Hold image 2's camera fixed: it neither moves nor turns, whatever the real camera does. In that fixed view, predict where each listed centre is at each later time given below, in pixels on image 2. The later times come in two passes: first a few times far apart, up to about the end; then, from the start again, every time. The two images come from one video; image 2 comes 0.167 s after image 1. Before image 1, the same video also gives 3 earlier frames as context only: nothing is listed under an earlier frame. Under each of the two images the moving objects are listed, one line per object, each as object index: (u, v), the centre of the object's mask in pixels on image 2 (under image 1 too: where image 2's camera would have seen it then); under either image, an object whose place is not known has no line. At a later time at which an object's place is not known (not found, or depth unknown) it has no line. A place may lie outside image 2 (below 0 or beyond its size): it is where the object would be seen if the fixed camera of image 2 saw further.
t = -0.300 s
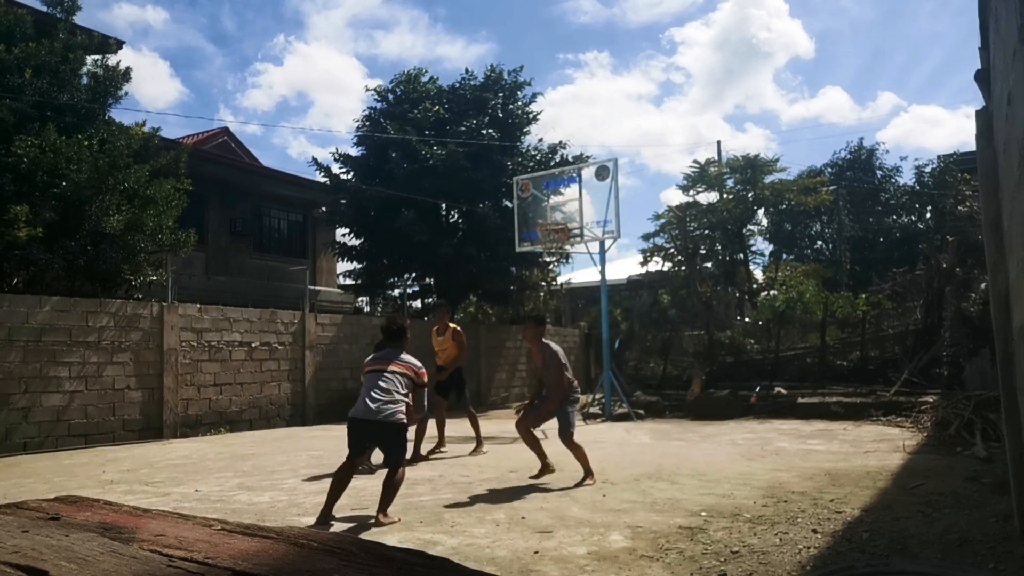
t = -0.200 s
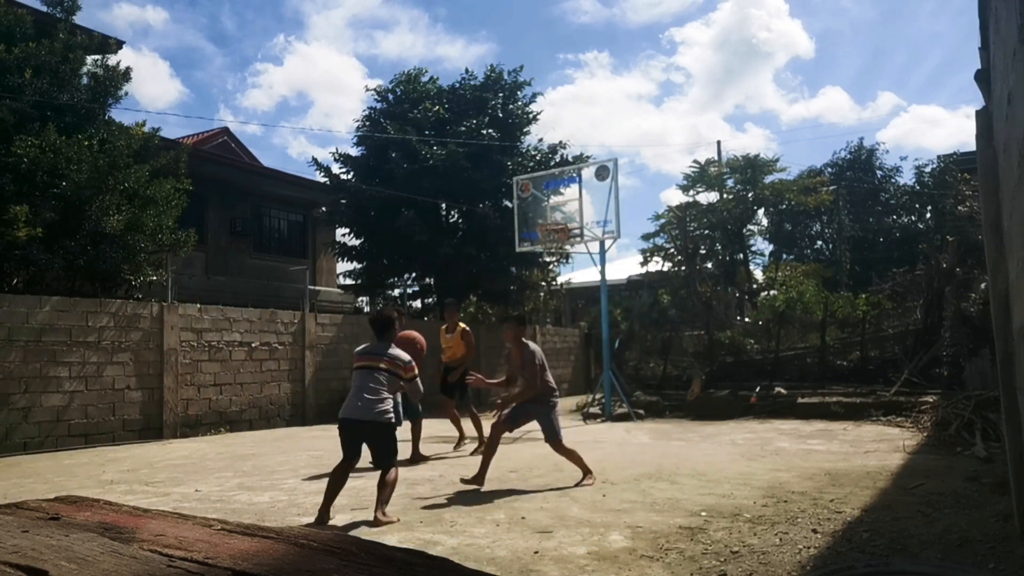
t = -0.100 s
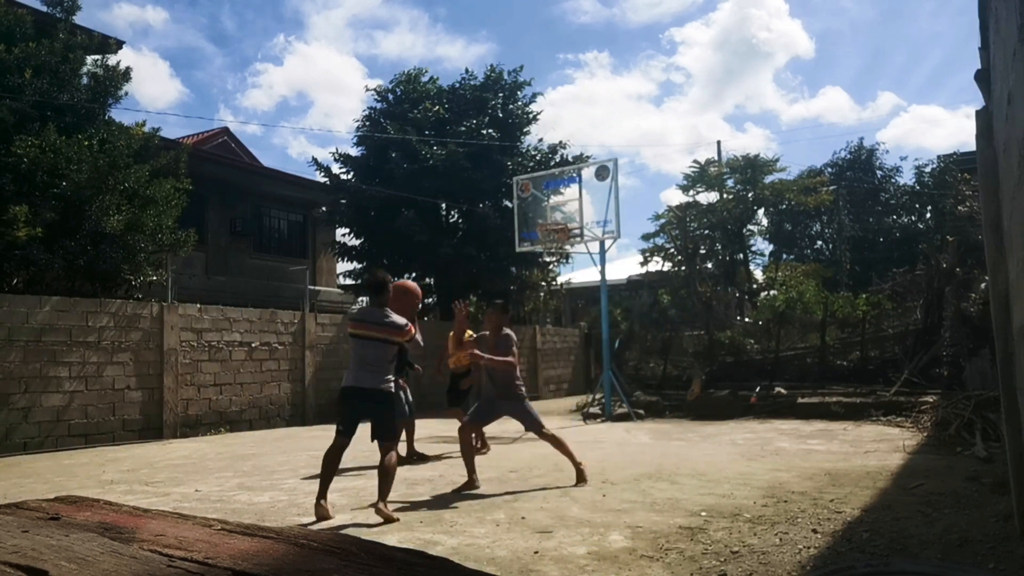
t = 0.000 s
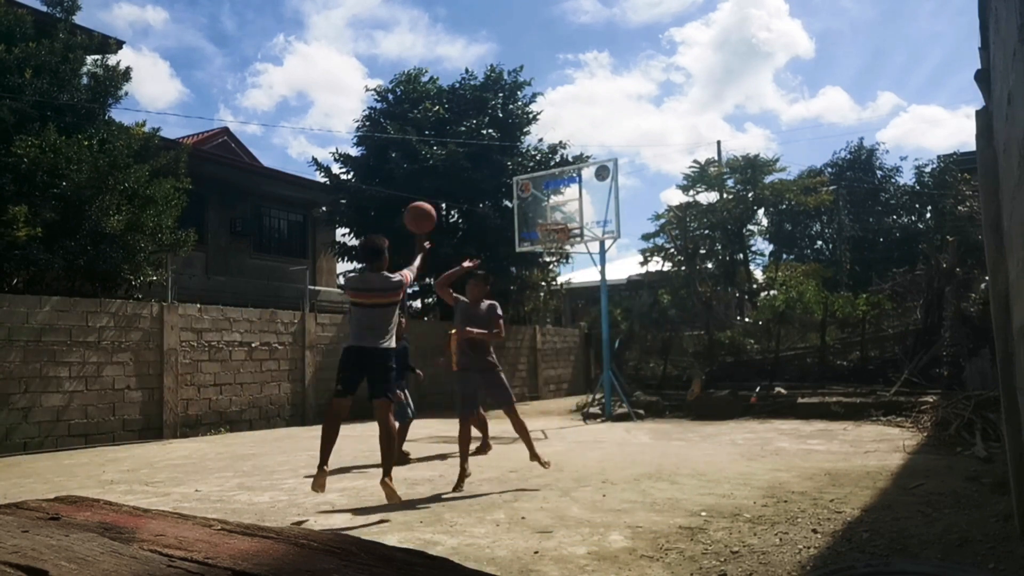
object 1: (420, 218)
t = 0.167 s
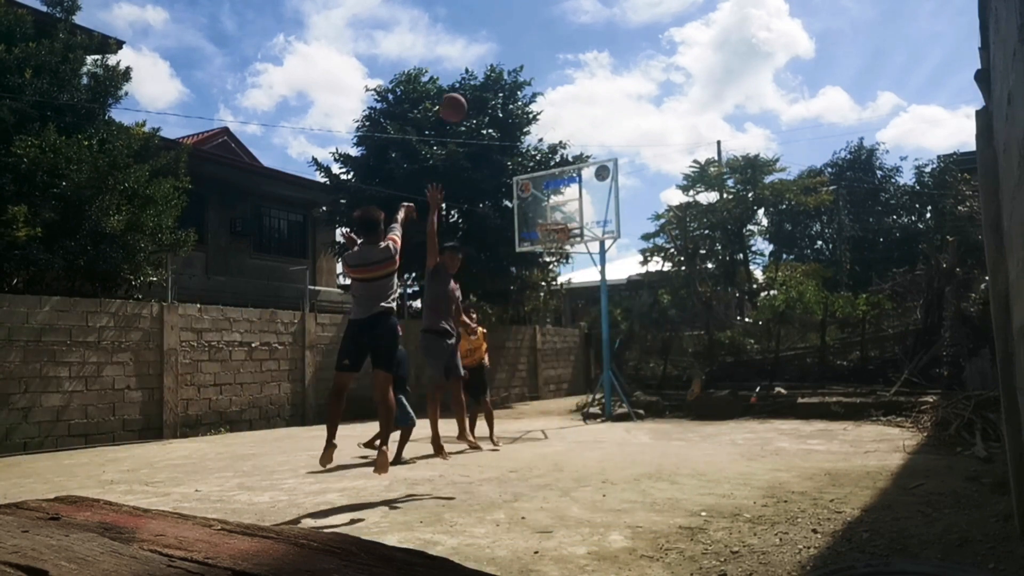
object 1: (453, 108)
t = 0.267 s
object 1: (468, 67)
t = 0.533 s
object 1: (504, 19)
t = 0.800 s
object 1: (531, 36)
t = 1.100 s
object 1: (557, 107)
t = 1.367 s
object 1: (577, 206)
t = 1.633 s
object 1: (581, 188)
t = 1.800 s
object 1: (592, 180)
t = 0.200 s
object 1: (458, 92)
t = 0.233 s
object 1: (464, 79)
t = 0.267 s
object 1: (468, 67)
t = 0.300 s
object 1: (473, 56)
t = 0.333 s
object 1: (478, 47)
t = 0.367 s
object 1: (483, 39)
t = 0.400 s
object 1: (487, 33)
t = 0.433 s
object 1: (492, 28)
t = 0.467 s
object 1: (496, 24)
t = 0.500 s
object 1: (500, 21)
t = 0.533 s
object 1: (504, 19)
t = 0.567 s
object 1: (508, 18)
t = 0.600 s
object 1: (511, 18)
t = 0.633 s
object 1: (515, 19)
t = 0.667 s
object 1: (518, 21)
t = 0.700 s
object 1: (522, 23)
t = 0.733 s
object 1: (525, 27)
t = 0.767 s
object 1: (528, 31)
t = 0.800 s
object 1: (531, 36)
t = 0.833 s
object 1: (535, 41)
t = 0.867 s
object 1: (538, 47)
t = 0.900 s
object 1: (541, 54)
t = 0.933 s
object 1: (543, 61)
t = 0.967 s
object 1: (546, 70)
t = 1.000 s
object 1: (549, 78)
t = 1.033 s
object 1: (551, 87)
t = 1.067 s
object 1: (554, 97)
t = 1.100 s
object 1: (557, 107)
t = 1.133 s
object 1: (560, 118)
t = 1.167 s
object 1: (562, 129)
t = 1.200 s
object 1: (565, 141)
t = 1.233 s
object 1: (568, 154)
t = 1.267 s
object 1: (570, 165)
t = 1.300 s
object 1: (572, 178)
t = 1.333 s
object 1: (575, 192)
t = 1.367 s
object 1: (577, 206)
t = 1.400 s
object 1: (573, 214)
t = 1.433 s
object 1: (570, 218)
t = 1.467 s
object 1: (572, 211)
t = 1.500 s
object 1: (574, 206)
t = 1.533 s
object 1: (575, 200)
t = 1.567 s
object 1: (577, 195)
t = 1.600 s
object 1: (579, 191)
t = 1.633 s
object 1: (581, 188)
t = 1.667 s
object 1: (583, 185)
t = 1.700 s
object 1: (586, 183)
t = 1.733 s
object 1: (588, 181)
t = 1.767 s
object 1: (589, 180)
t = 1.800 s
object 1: (592, 180)
